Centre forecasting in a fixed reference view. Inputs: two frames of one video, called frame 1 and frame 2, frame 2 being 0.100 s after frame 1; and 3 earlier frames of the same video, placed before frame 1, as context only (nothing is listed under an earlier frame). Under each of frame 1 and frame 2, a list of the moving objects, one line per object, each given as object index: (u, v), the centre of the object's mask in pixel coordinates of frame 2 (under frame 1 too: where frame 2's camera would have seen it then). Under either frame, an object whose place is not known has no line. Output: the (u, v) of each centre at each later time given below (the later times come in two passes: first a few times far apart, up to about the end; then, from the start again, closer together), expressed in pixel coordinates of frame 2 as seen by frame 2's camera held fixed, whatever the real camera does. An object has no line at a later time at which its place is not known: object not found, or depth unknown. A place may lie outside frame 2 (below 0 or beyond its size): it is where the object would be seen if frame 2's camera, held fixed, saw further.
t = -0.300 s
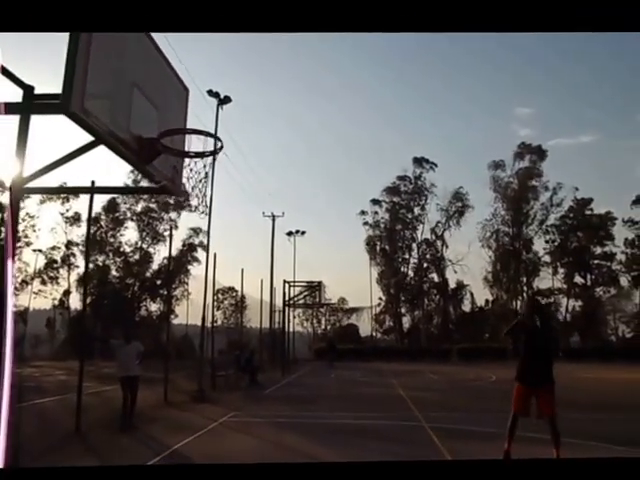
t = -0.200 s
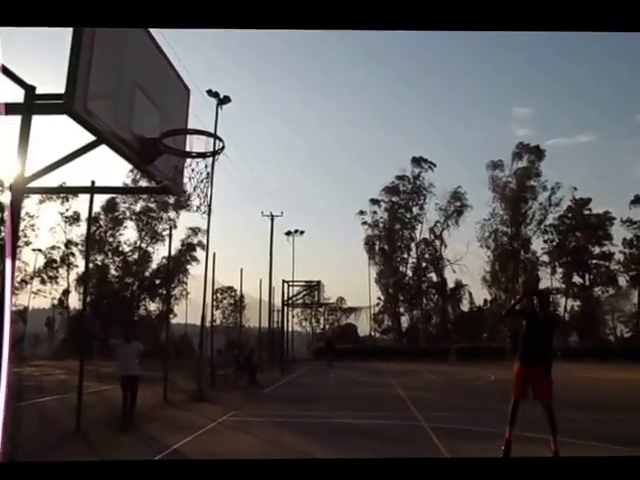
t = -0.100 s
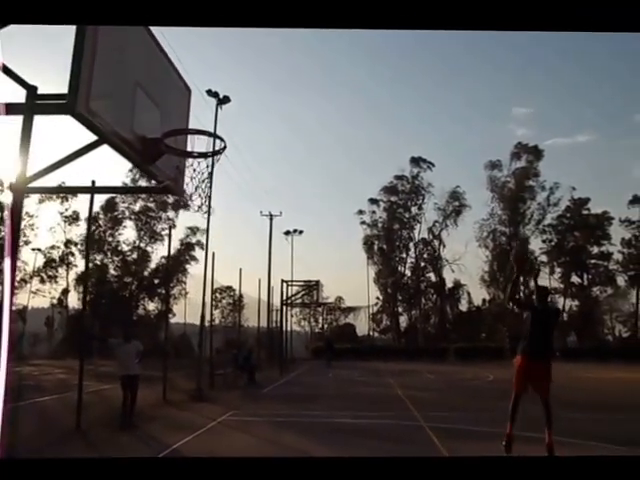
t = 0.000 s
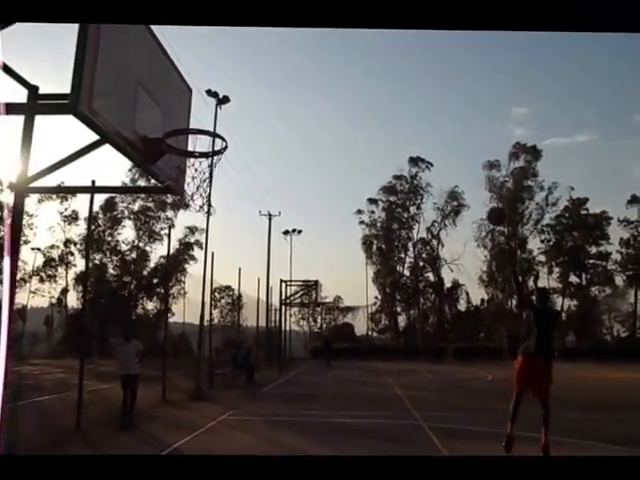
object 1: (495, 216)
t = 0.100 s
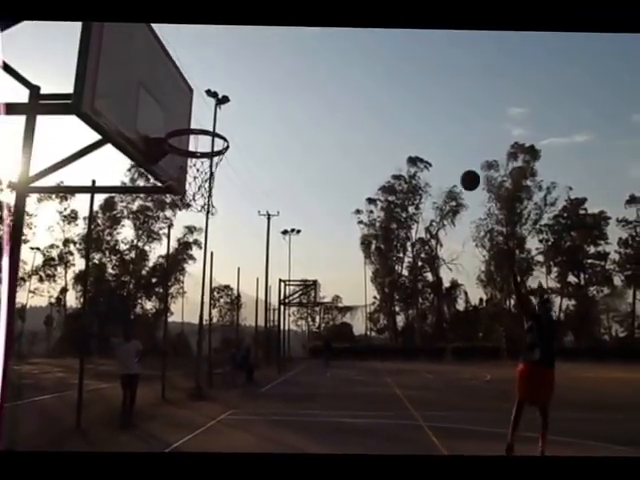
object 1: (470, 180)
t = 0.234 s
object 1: (434, 140)
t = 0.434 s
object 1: (374, 103)
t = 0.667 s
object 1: (288, 101)
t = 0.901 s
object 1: (197, 162)
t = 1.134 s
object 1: (222, 227)
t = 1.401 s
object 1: (254, 415)
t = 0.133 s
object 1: (461, 169)
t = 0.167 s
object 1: (452, 159)
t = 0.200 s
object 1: (443, 149)
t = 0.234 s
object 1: (434, 140)
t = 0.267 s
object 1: (424, 132)
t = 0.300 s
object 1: (415, 125)
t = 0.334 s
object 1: (405, 118)
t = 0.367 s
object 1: (395, 112)
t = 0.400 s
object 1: (385, 108)
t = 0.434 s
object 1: (374, 103)
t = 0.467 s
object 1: (363, 100)
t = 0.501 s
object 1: (352, 98)
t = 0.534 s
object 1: (340, 96)
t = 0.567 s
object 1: (328, 96)
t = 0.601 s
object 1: (315, 97)
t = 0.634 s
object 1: (302, 98)
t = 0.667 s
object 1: (288, 101)
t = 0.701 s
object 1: (274, 106)
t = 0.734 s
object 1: (260, 112)
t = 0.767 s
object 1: (244, 119)
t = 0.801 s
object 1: (228, 128)
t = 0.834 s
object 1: (210, 139)
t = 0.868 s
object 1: (195, 150)
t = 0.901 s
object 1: (197, 162)
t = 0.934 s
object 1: (199, 172)
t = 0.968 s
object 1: (203, 180)
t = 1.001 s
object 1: (208, 186)
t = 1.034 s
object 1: (212, 194)
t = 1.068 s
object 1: (215, 203)
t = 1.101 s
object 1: (218, 214)
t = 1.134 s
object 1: (222, 227)
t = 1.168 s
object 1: (226, 242)
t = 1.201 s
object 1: (230, 259)
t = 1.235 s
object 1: (234, 279)
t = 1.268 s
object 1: (238, 300)
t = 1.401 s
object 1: (254, 415)
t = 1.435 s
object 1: (260, 440)
